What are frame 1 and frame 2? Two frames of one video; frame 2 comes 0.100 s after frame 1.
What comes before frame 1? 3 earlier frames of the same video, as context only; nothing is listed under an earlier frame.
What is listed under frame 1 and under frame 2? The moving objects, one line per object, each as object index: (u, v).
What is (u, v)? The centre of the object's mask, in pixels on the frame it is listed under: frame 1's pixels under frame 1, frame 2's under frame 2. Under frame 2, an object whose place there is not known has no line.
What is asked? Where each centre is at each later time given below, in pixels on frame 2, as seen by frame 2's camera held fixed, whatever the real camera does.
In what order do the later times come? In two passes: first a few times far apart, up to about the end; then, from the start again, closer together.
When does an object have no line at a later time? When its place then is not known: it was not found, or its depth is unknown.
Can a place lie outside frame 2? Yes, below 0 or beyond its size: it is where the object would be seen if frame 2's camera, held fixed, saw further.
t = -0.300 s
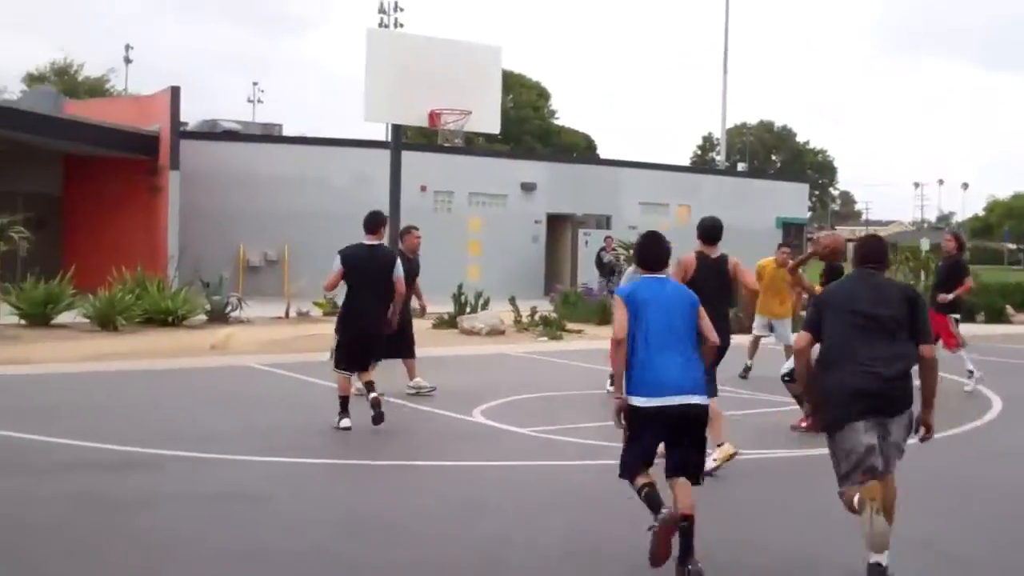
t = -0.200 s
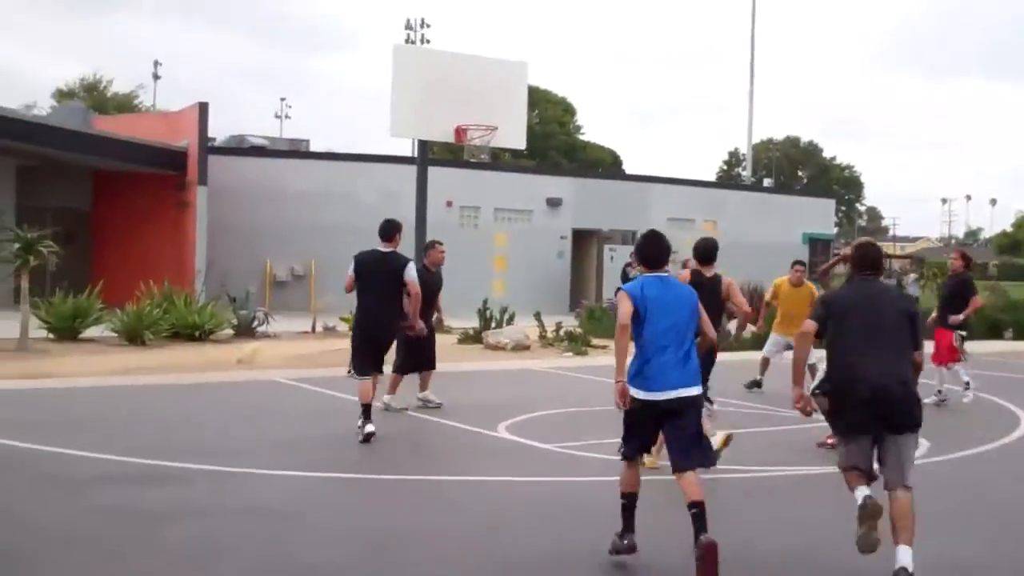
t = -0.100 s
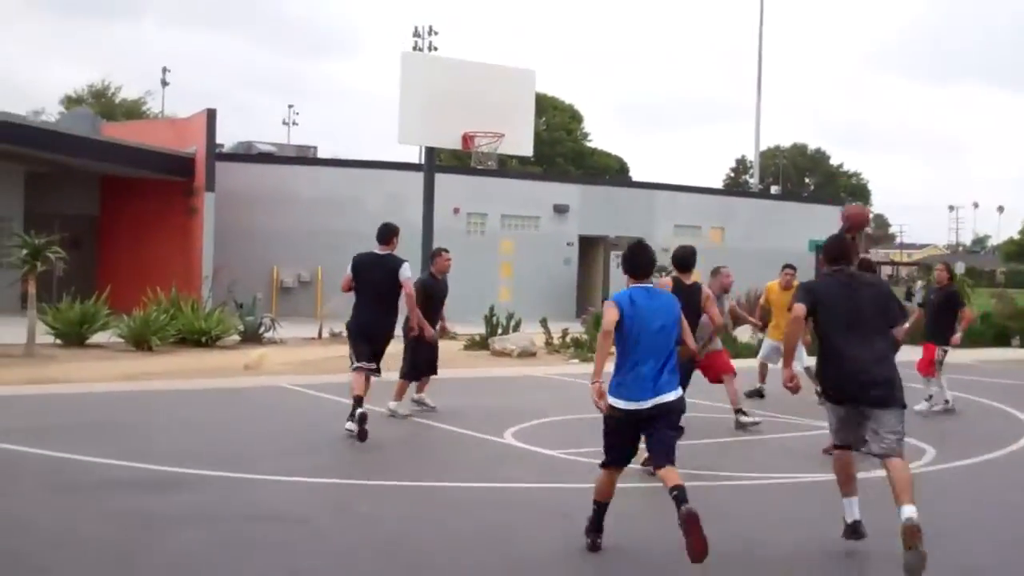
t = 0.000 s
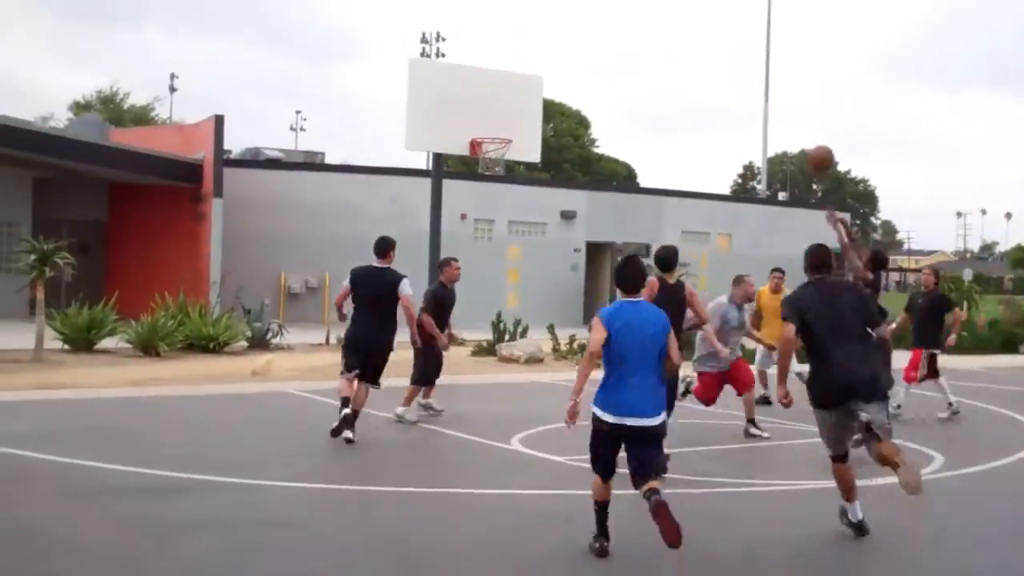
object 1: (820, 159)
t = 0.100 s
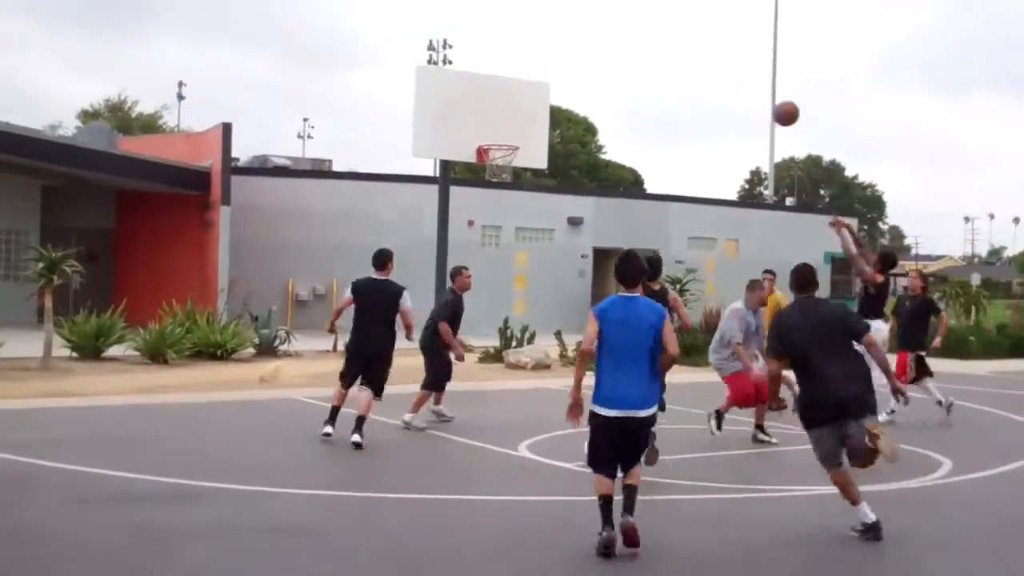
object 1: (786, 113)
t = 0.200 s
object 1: (747, 77)
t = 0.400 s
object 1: (676, 38)
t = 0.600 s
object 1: (614, 41)
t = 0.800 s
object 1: (558, 79)
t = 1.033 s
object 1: (496, 139)
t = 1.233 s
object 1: (455, 113)
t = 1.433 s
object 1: (428, 107)
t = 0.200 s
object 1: (747, 77)
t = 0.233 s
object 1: (734, 67)
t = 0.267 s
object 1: (722, 59)
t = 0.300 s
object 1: (711, 52)
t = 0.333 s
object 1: (699, 46)
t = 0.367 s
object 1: (687, 42)
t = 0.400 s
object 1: (676, 38)
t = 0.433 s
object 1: (665, 36)
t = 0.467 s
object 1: (655, 35)
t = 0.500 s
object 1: (644, 35)
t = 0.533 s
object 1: (634, 36)
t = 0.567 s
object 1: (624, 38)
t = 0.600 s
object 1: (614, 41)
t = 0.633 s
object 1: (604, 45)
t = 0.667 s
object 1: (595, 50)
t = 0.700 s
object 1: (586, 56)
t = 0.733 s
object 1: (576, 62)
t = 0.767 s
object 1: (567, 70)
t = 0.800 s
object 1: (558, 79)
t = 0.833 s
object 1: (550, 88)
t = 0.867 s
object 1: (541, 98)
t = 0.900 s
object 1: (533, 109)
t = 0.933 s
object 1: (524, 120)
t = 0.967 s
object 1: (516, 132)
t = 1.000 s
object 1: (508, 141)
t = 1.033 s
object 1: (496, 139)
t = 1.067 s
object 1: (486, 138)
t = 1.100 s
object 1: (479, 132)
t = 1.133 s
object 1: (472, 126)
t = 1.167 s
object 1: (464, 122)
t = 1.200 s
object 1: (459, 118)
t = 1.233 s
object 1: (455, 113)
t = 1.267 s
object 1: (451, 110)
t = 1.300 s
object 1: (446, 107)
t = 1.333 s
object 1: (442, 105)
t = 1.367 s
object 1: (437, 105)
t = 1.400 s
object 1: (433, 105)
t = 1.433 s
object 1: (428, 107)
